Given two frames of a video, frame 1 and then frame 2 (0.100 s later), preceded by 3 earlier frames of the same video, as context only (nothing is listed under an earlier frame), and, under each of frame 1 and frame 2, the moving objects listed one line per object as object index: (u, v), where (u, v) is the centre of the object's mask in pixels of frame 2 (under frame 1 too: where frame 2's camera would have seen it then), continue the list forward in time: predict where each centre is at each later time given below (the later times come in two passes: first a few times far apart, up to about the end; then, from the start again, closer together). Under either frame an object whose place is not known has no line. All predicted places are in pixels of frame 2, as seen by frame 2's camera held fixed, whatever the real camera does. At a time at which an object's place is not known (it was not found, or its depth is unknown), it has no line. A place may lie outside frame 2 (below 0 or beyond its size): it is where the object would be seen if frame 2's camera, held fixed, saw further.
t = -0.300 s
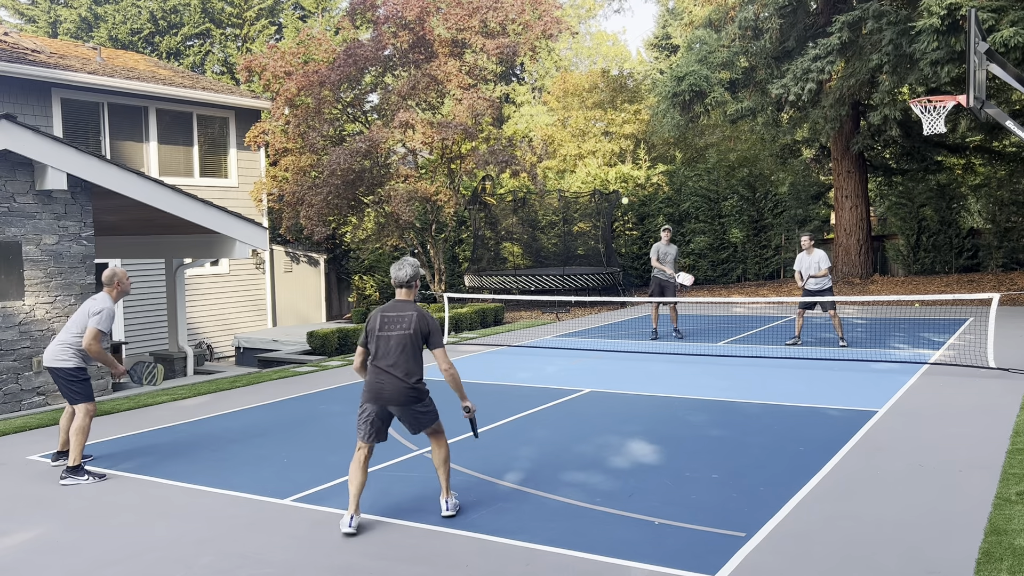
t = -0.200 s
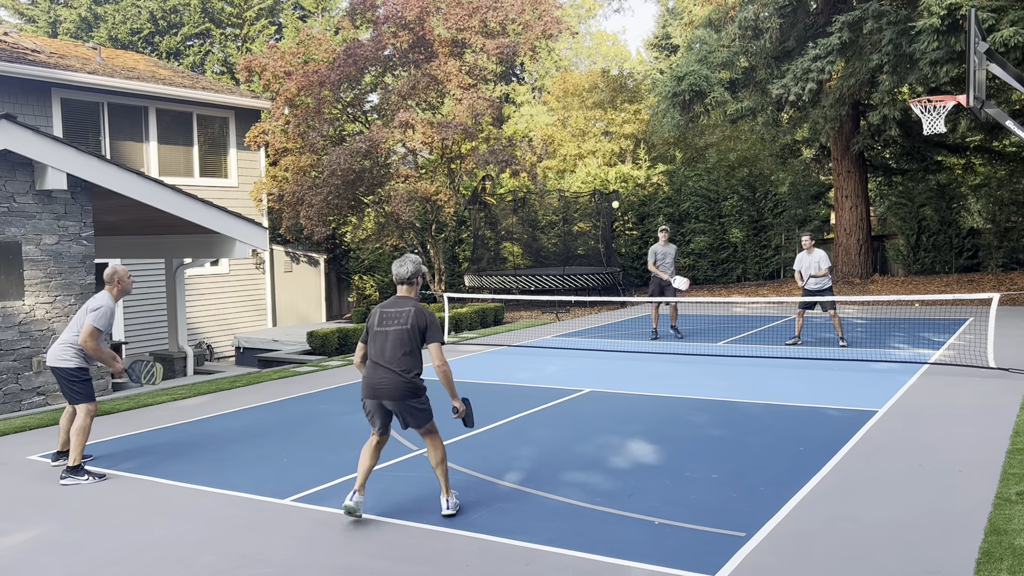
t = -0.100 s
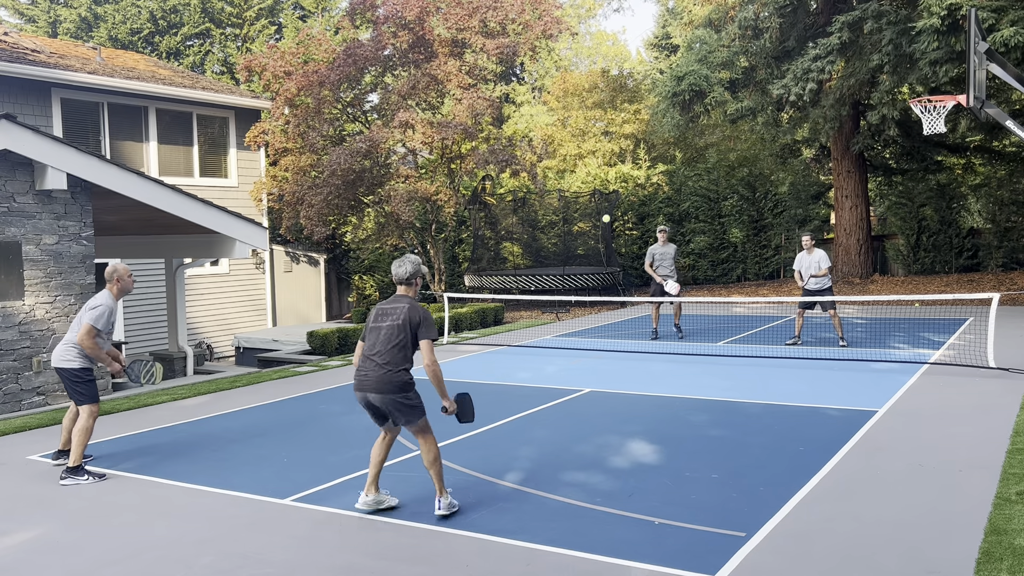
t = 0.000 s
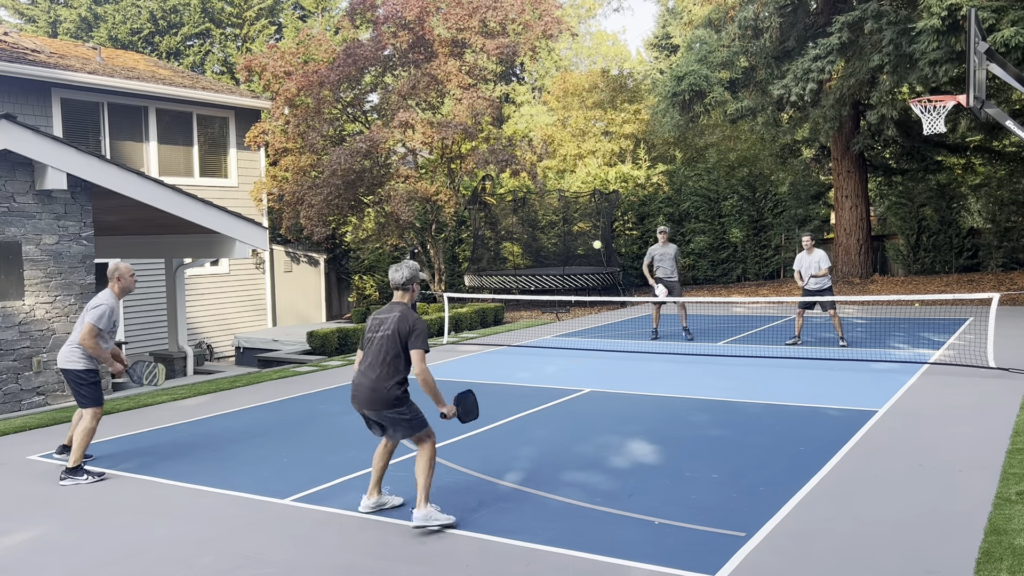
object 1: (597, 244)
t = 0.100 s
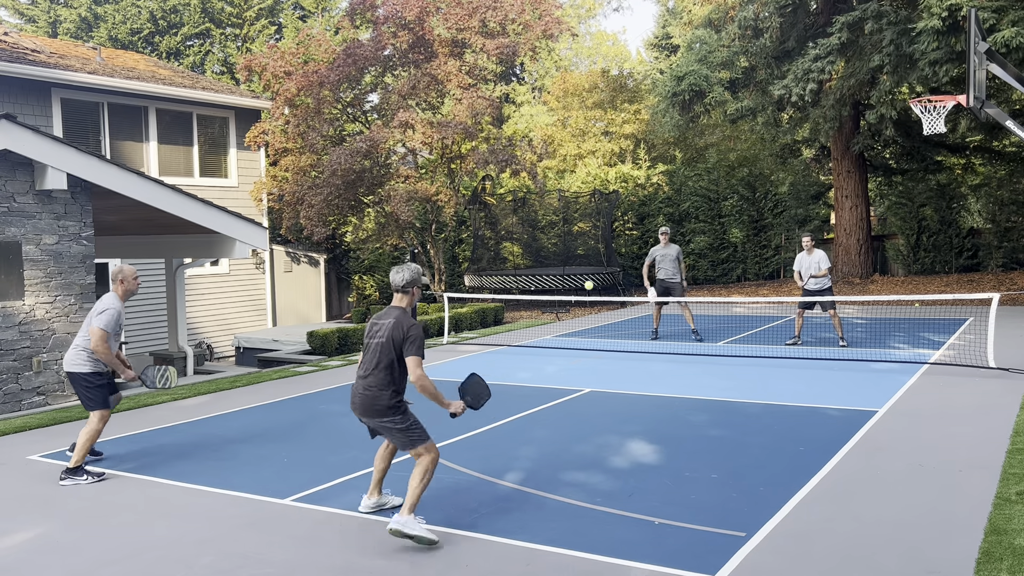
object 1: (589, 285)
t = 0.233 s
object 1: (579, 366)
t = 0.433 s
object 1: (564, 436)
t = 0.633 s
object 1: (546, 383)
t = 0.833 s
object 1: (527, 391)
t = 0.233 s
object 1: (579, 366)
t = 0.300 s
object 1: (574, 421)
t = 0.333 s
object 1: (572, 453)
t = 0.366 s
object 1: (570, 465)
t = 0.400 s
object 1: (567, 450)
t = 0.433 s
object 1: (564, 436)
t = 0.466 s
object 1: (561, 424)
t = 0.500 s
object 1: (558, 413)
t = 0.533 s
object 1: (556, 403)
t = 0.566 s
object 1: (553, 395)
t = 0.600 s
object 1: (550, 389)
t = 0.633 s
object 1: (546, 383)
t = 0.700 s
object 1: (540, 379)
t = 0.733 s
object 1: (537, 378)
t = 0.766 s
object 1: (534, 381)
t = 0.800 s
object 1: (531, 385)
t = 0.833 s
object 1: (527, 391)
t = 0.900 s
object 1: (521, 410)
